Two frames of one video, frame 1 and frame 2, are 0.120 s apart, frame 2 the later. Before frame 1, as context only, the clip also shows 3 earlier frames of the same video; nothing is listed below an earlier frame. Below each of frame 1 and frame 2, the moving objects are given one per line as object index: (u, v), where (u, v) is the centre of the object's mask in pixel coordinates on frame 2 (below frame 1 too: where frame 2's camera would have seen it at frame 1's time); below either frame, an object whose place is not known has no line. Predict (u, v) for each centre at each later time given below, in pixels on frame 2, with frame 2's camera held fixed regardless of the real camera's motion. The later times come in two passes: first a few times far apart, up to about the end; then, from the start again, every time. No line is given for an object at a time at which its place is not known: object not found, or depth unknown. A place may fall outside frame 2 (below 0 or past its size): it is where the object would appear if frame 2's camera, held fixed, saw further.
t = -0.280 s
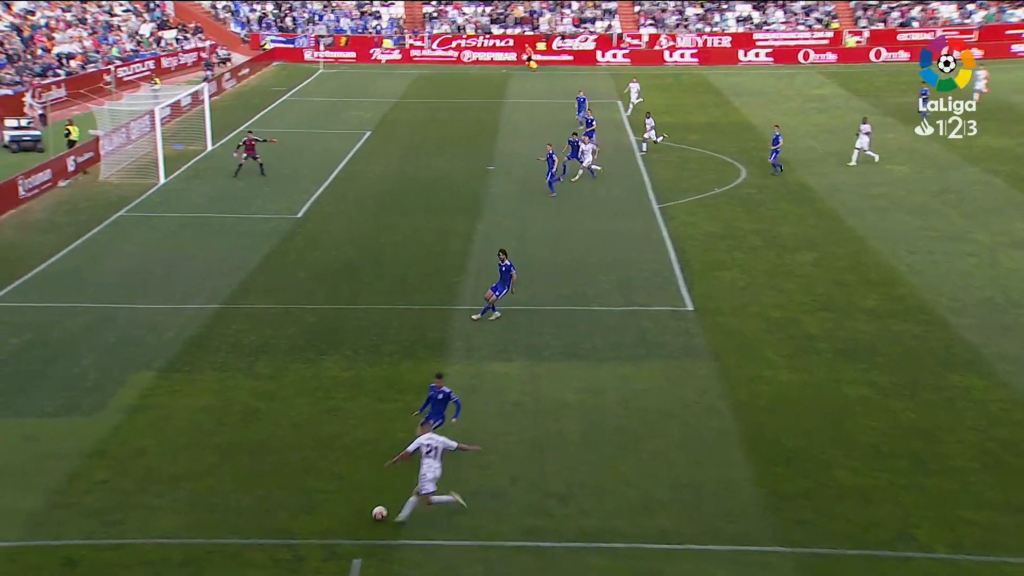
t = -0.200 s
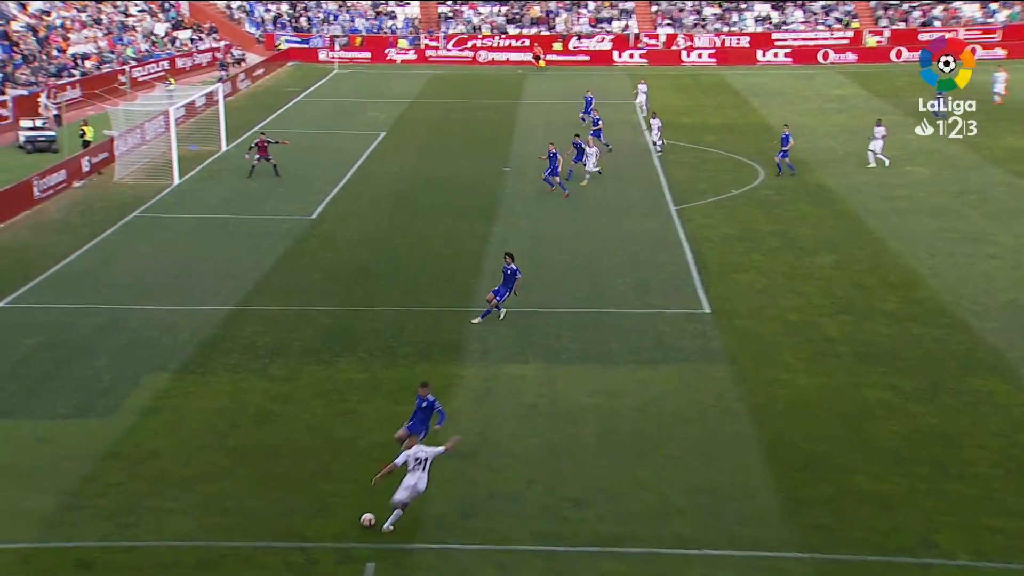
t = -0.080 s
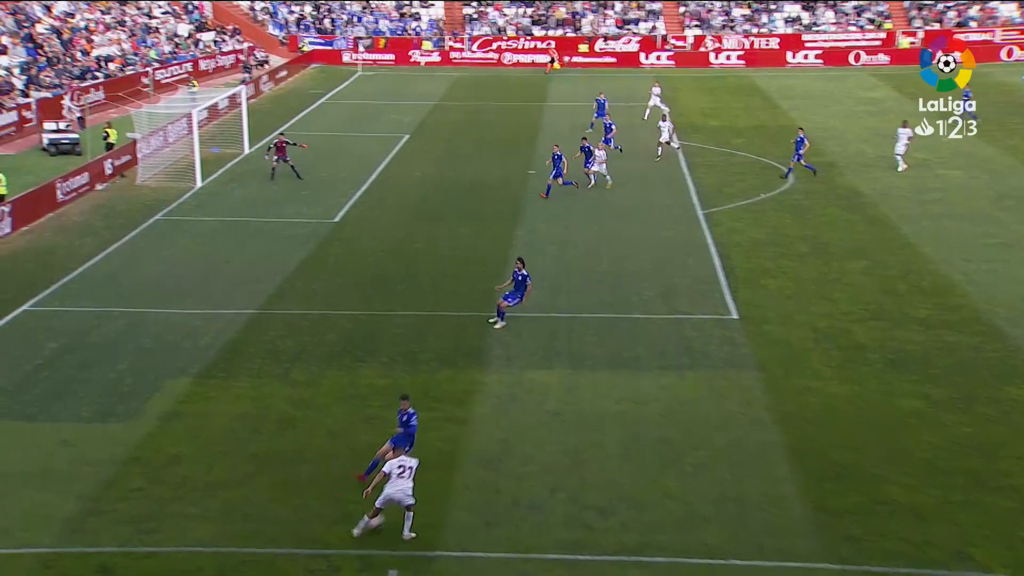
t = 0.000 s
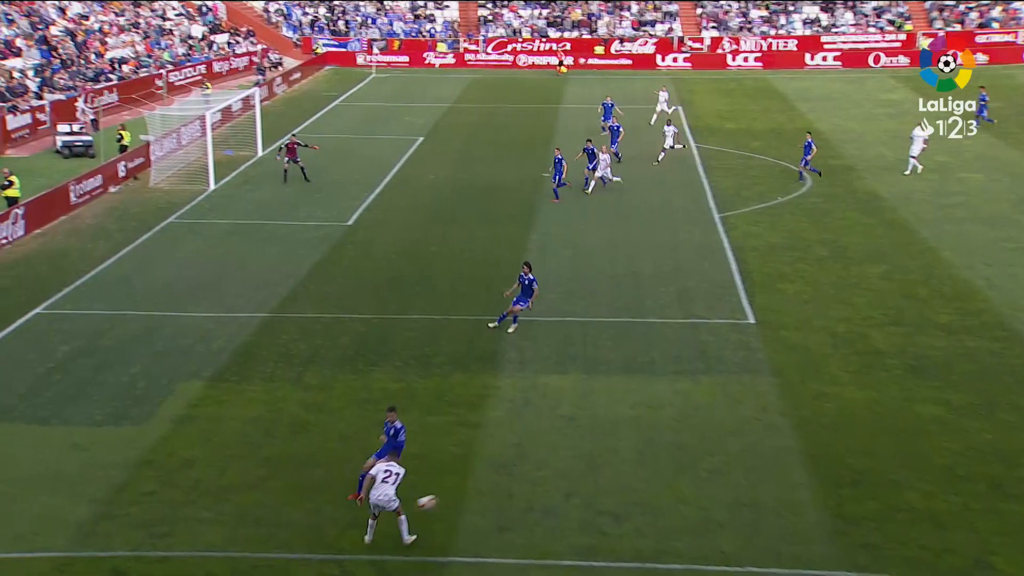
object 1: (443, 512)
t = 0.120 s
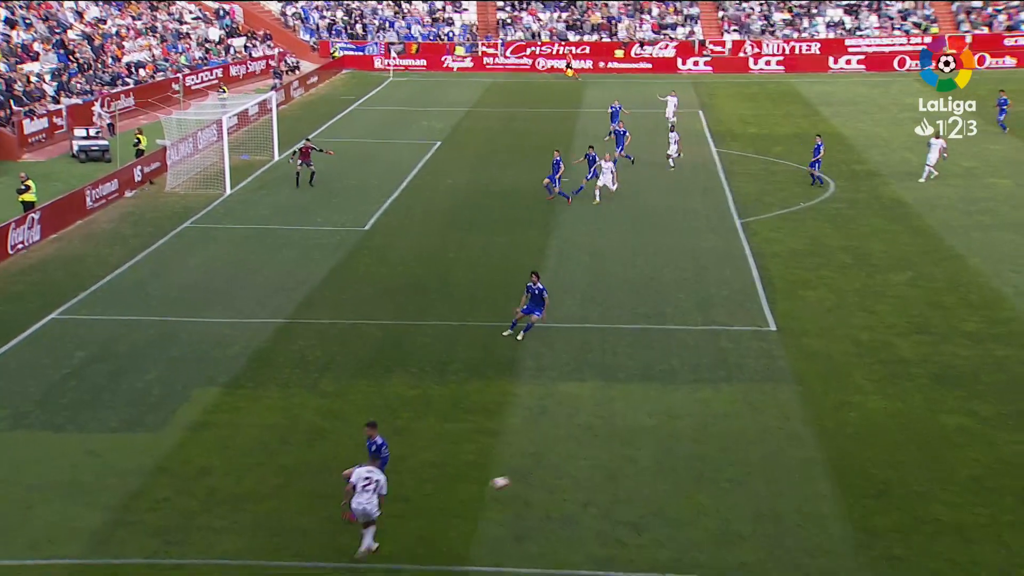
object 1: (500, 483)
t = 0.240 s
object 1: (552, 464)
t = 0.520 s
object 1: (655, 430)
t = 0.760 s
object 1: (726, 408)
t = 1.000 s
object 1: (784, 391)
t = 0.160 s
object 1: (517, 475)
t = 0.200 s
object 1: (535, 468)
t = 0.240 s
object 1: (552, 464)
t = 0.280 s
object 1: (569, 459)
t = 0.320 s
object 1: (586, 457)
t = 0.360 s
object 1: (602, 455)
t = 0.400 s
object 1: (616, 449)
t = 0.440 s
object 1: (630, 442)
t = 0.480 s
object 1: (642, 436)
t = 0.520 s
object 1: (655, 430)
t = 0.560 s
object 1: (667, 426)
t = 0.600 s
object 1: (680, 423)
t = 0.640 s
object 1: (693, 422)
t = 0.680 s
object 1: (705, 419)
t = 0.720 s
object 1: (716, 413)
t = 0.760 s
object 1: (726, 408)
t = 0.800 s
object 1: (737, 405)
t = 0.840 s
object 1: (747, 402)
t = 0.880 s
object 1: (756, 400)
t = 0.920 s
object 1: (767, 398)
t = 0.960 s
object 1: (776, 395)
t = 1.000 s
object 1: (784, 391)
